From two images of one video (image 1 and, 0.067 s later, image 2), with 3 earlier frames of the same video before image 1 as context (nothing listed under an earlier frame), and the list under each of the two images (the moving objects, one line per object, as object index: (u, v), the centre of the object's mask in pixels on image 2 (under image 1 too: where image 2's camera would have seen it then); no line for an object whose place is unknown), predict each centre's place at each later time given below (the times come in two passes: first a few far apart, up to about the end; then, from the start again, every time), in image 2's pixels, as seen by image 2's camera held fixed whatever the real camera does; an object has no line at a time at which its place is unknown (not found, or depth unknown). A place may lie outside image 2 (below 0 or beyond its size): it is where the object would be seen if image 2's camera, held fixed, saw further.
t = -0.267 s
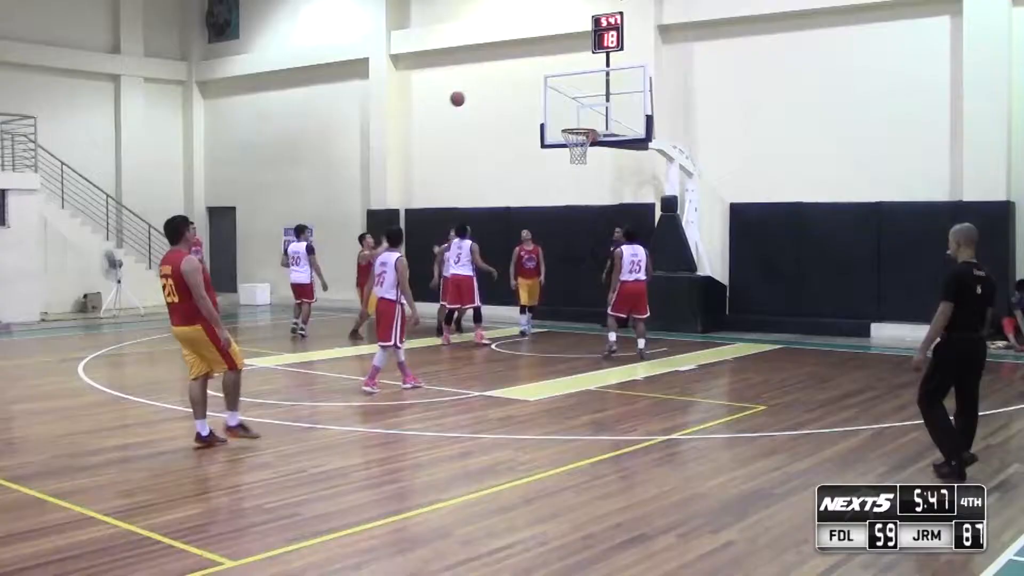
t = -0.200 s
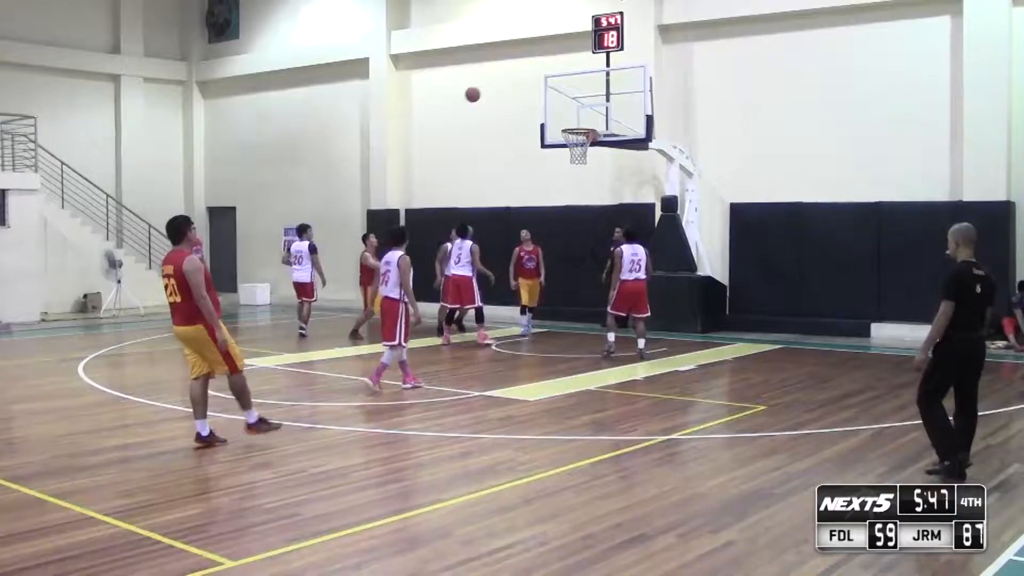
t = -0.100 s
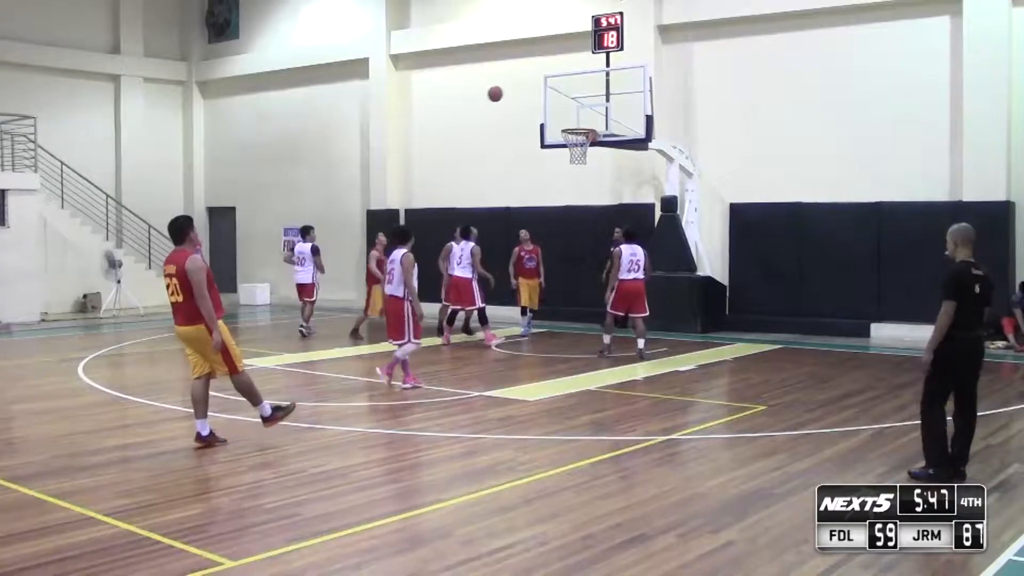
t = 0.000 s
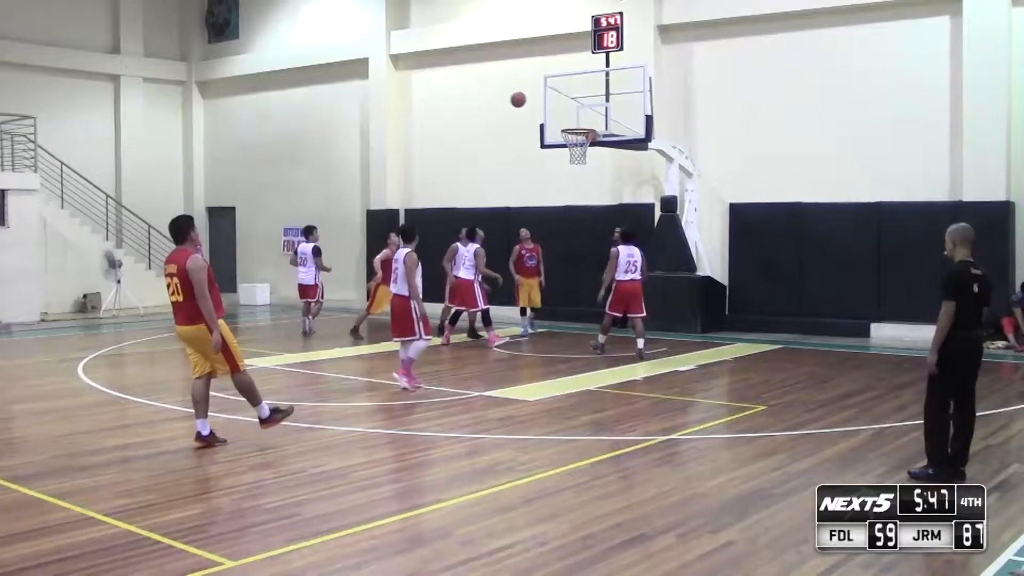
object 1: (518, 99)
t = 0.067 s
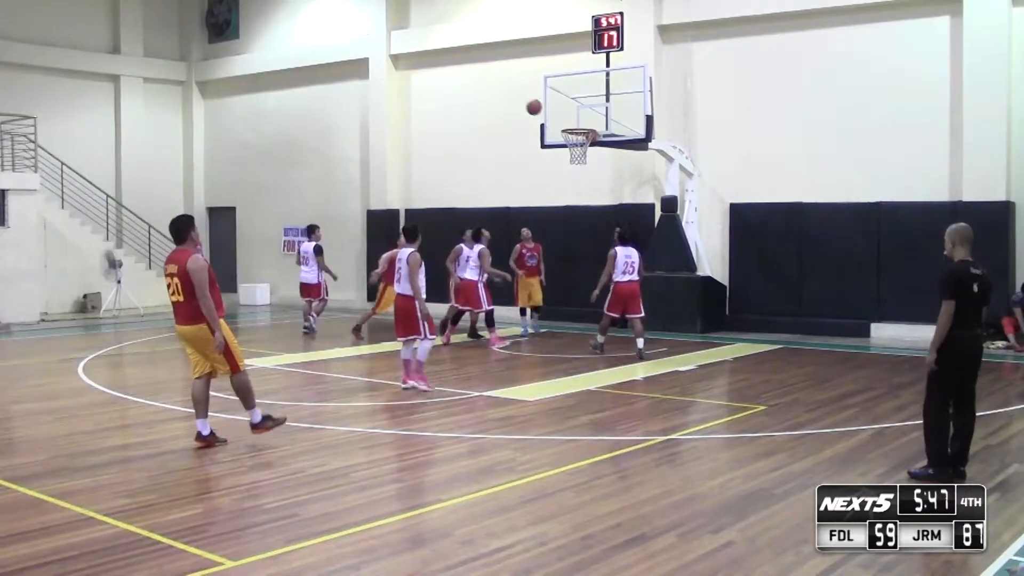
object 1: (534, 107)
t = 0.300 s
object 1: (542, 124)
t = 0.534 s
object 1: (505, 142)
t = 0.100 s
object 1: (542, 112)
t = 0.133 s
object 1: (549, 117)
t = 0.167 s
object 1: (557, 124)
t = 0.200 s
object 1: (558, 127)
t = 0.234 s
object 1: (553, 125)
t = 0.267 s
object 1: (548, 124)
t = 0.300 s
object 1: (542, 124)
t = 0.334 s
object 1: (537, 125)
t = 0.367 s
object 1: (531, 126)
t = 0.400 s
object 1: (526, 128)
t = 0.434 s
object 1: (521, 130)
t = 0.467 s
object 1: (515, 134)
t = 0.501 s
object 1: (510, 137)
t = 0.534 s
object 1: (505, 142)
